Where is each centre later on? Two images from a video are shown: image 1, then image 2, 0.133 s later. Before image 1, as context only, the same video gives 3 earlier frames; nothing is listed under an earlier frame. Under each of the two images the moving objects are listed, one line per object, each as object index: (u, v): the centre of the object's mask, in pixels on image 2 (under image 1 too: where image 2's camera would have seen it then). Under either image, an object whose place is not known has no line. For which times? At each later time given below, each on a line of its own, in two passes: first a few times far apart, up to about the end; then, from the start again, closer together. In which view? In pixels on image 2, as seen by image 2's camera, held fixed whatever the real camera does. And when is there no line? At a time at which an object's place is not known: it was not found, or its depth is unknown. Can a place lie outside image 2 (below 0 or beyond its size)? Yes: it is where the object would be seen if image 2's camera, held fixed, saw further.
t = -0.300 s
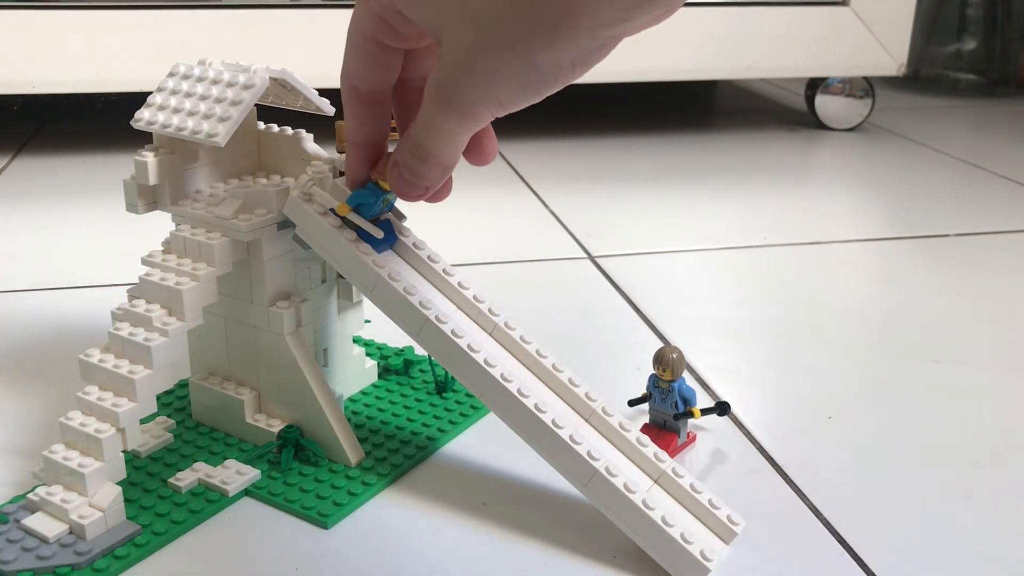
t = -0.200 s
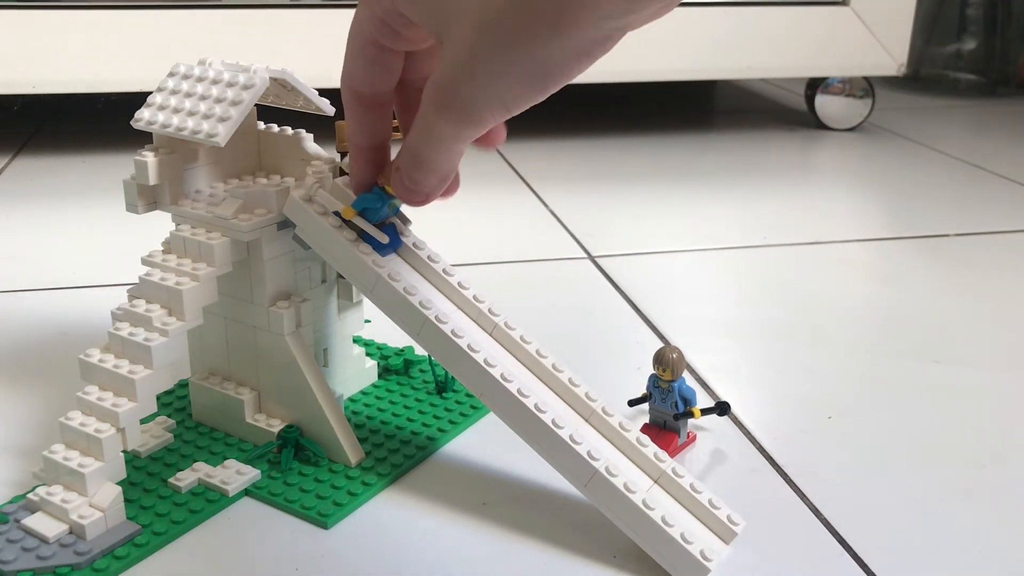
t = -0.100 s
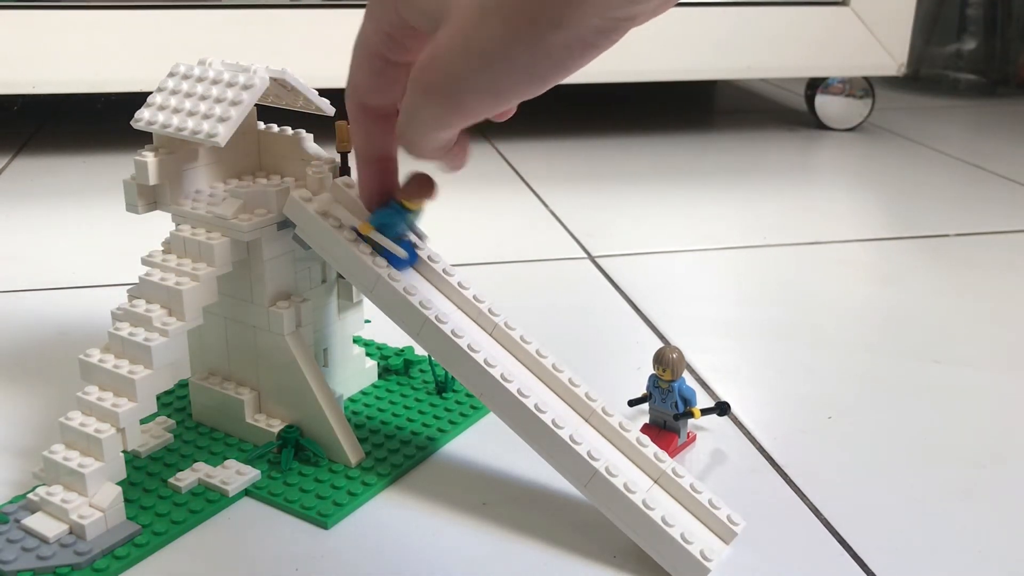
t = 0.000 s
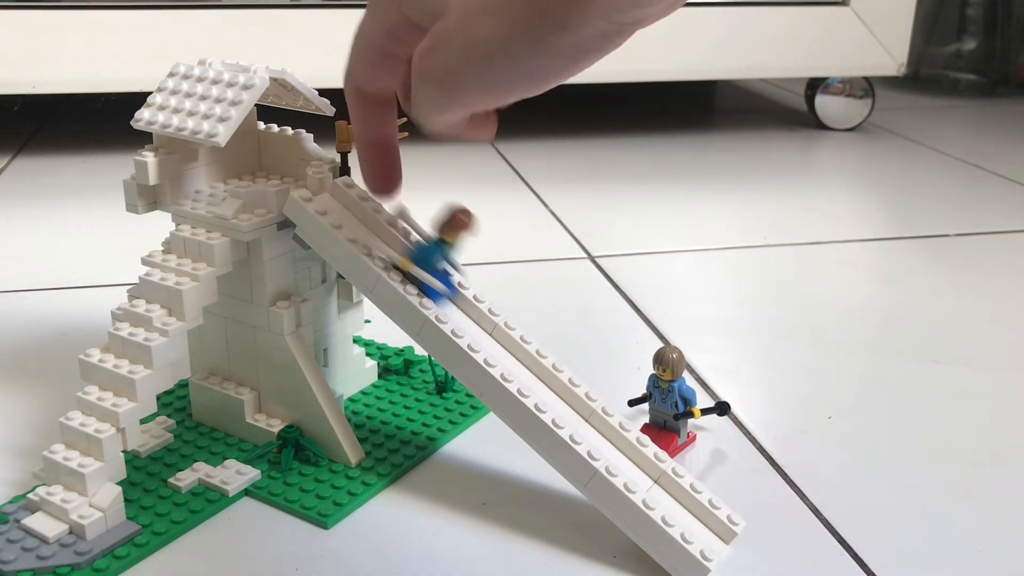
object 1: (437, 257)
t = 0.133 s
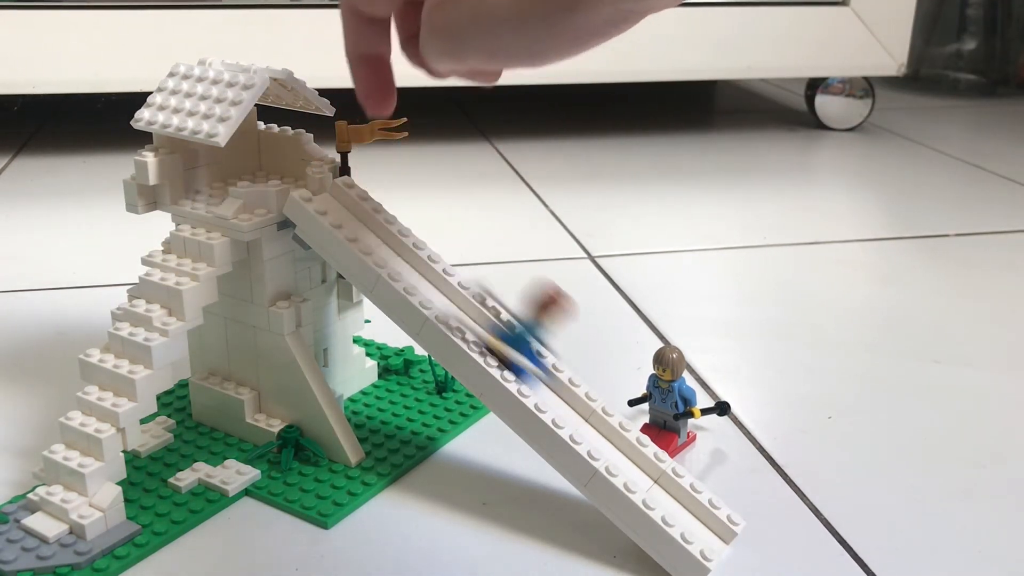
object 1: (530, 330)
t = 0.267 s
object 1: (694, 460)
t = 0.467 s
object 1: (852, 559)
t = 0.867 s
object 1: (913, 558)
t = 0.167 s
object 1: (570, 352)
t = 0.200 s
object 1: (599, 388)
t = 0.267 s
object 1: (694, 460)
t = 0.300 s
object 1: (732, 509)
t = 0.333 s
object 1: (757, 538)
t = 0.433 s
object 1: (833, 558)
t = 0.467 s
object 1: (852, 559)
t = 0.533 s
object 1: (892, 560)
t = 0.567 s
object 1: (901, 561)
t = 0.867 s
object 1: (913, 558)
